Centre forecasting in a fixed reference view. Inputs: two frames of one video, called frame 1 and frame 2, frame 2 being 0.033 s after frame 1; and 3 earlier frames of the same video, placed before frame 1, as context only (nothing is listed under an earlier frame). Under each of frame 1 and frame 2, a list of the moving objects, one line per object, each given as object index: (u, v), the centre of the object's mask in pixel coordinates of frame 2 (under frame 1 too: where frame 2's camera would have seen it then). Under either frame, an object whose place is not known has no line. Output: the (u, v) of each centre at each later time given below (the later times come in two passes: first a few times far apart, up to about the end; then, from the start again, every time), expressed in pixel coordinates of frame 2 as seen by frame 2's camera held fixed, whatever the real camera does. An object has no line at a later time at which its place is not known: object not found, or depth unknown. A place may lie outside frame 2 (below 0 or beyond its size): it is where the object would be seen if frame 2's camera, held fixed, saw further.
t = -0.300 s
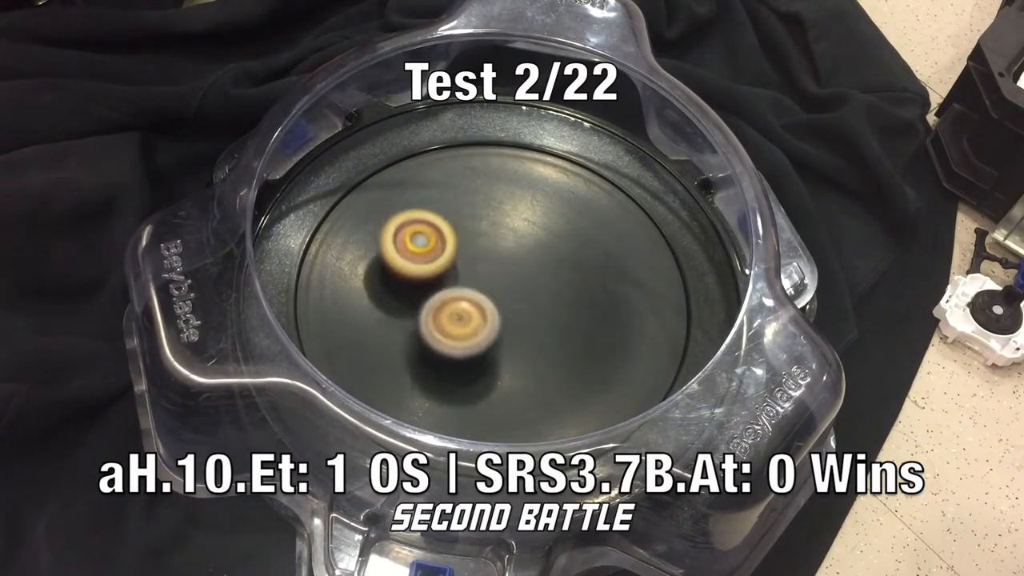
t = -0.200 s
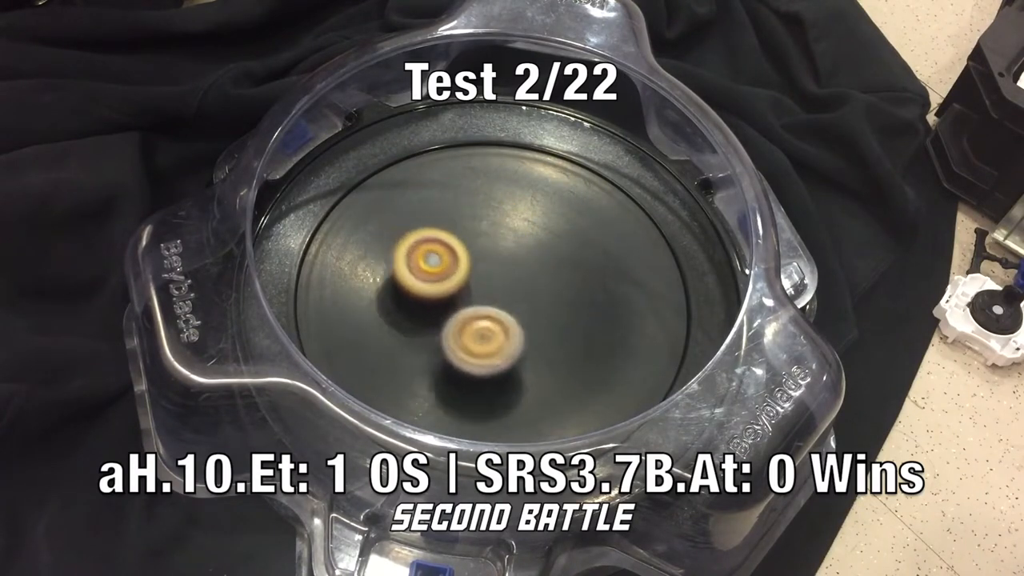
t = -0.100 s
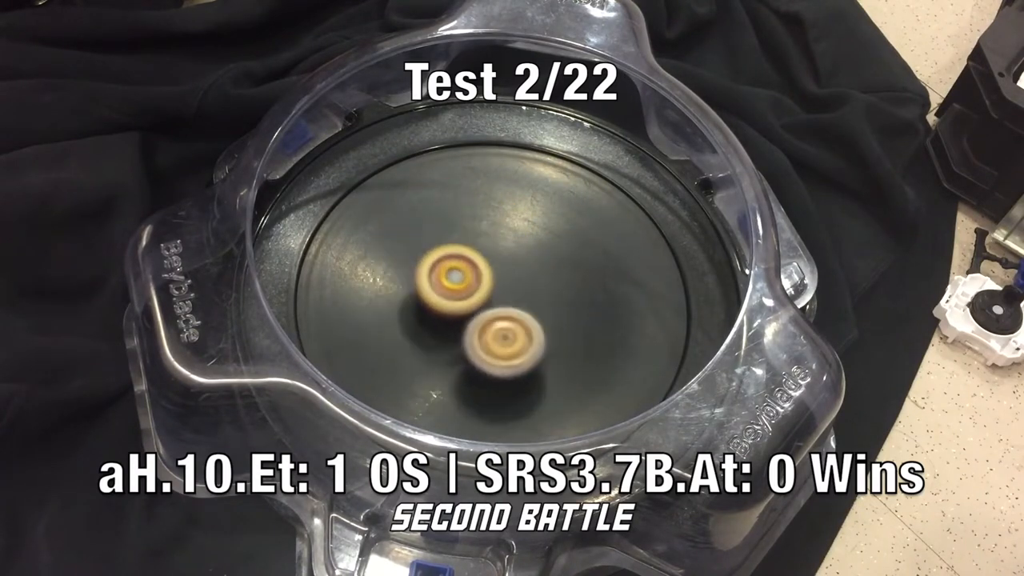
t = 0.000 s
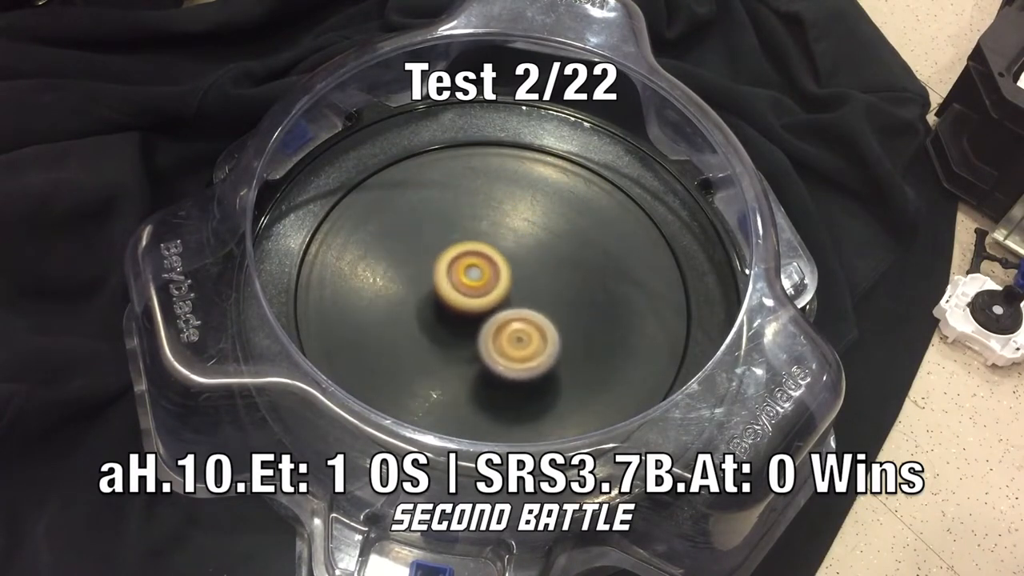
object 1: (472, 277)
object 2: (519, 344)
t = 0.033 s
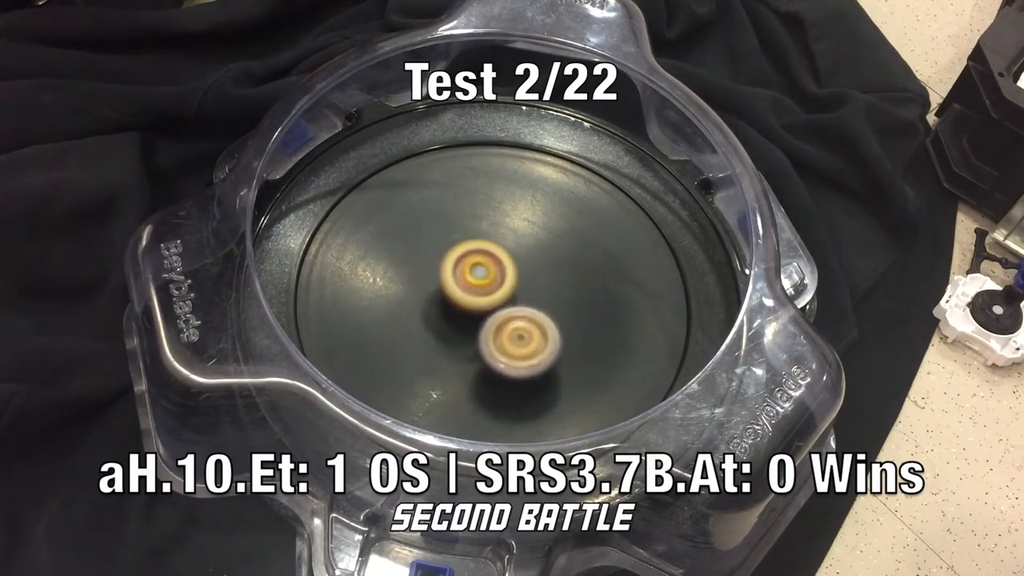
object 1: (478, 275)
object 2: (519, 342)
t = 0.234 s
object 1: (499, 252)
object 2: (508, 328)
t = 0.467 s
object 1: (508, 223)
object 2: (482, 320)
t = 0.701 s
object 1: (534, 226)
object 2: (461, 314)
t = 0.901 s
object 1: (551, 228)
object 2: (453, 324)
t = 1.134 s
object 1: (549, 263)
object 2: (478, 308)
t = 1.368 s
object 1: (595, 287)
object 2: (448, 297)
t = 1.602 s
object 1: (572, 322)
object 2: (470, 291)
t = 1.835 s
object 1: (519, 363)
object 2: (479, 288)
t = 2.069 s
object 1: (473, 380)
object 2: (471, 286)
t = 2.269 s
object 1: (435, 350)
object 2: (473, 283)
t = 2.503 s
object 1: (401, 316)
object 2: (498, 279)
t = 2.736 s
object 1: (396, 264)
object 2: (497, 293)
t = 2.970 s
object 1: (419, 223)
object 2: (487, 306)
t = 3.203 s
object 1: (463, 213)
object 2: (484, 309)
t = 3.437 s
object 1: (523, 236)
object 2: (486, 304)
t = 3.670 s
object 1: (571, 267)
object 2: (486, 299)
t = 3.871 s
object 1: (575, 304)
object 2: (485, 295)
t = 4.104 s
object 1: (543, 350)
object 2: (484, 294)
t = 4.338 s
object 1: (491, 373)
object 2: (487, 296)
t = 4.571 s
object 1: (441, 357)
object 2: (491, 299)
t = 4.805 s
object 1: (403, 325)
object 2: (497, 295)
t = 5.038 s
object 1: (401, 272)
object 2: (494, 305)
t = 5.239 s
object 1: (423, 238)
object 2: (488, 306)
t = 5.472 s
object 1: (471, 225)
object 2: (478, 299)
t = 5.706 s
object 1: (528, 235)
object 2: (479, 304)
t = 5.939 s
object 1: (564, 270)
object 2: (484, 299)
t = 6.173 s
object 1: (581, 309)
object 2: (462, 296)
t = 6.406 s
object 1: (543, 349)
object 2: (477, 294)
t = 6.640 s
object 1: (485, 371)
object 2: (484, 288)
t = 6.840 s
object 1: (437, 356)
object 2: (483, 292)
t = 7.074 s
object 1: (398, 313)
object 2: (494, 294)
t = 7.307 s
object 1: (409, 263)
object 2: (493, 297)
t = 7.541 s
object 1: (448, 224)
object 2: (495, 308)
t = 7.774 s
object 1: (500, 223)
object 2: (492, 311)
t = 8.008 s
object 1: (551, 257)
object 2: (483, 306)
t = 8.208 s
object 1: (570, 295)
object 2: (468, 307)
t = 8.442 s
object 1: (545, 345)
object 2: (475, 300)
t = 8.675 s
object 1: (497, 376)
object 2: (480, 281)
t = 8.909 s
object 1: (441, 357)
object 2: (488, 279)
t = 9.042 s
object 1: (420, 328)
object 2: (493, 284)
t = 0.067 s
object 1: (482, 271)
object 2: (521, 342)
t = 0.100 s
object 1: (486, 266)
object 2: (521, 342)
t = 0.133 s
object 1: (489, 262)
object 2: (519, 340)
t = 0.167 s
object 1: (492, 258)
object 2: (517, 336)
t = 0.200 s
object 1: (495, 256)
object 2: (513, 331)
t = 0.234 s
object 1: (499, 252)
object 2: (508, 328)
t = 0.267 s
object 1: (502, 243)
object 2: (504, 330)
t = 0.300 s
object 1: (504, 235)
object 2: (499, 331)
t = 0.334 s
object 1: (505, 230)
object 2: (494, 331)
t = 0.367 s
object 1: (506, 226)
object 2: (490, 329)
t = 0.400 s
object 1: (507, 224)
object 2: (487, 327)
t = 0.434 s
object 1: (508, 223)
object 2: (484, 324)
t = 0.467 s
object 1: (508, 223)
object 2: (482, 320)
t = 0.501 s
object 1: (509, 224)
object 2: (480, 316)
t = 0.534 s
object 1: (509, 227)
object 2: (479, 312)
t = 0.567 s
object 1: (510, 230)
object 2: (479, 308)
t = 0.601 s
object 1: (510, 234)
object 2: (480, 305)
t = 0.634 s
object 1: (517, 233)
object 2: (478, 304)
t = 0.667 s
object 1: (526, 229)
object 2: (469, 310)
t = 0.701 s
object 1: (534, 226)
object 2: (461, 314)
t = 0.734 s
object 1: (539, 225)
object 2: (456, 319)
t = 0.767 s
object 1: (544, 224)
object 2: (452, 322)
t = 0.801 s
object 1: (547, 224)
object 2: (450, 324)
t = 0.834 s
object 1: (549, 224)
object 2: (450, 325)
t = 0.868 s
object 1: (551, 226)
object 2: (451, 325)
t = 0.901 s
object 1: (551, 228)
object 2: (453, 324)
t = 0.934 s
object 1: (552, 232)
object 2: (456, 323)
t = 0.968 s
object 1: (551, 235)
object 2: (460, 320)
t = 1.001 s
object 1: (551, 240)
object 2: (464, 318)
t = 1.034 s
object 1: (549, 245)
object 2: (469, 315)
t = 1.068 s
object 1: (548, 251)
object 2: (473, 312)
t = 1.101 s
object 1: (545, 257)
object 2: (478, 310)
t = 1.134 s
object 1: (549, 263)
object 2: (478, 308)
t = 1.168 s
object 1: (562, 267)
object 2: (468, 307)
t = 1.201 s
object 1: (573, 270)
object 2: (460, 306)
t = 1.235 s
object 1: (582, 274)
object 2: (454, 304)
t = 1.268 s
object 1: (587, 277)
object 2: (450, 302)
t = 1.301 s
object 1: (591, 280)
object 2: (448, 300)
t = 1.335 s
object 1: (593, 283)
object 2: (447, 299)
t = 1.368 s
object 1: (595, 287)
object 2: (448, 297)
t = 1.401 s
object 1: (595, 292)
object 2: (449, 296)
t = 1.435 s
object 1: (594, 296)
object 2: (452, 294)
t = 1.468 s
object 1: (592, 301)
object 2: (455, 293)
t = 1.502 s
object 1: (589, 306)
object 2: (459, 292)
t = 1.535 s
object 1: (584, 311)
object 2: (463, 291)
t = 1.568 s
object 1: (579, 316)
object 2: (467, 291)
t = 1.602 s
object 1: (572, 322)
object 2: (470, 291)
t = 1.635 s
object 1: (565, 327)
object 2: (474, 291)
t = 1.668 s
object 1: (557, 333)
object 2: (477, 292)
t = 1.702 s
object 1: (549, 338)
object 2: (479, 292)
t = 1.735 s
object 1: (540, 343)
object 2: (480, 293)
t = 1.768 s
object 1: (533, 350)
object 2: (481, 292)
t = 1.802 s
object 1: (526, 357)
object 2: (480, 290)
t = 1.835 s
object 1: (519, 363)
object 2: (479, 288)
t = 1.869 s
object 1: (513, 369)
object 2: (478, 288)
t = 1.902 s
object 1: (507, 374)
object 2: (477, 287)
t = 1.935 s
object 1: (501, 378)
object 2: (476, 286)
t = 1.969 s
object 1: (494, 380)
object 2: (475, 286)
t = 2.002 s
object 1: (488, 382)
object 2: (473, 286)
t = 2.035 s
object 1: (480, 382)
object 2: (472, 286)
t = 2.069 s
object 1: (473, 380)
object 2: (471, 286)
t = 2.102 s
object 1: (467, 377)
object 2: (470, 286)
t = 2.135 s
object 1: (460, 373)
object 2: (469, 286)
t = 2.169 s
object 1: (454, 367)
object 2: (469, 286)
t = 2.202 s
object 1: (449, 360)
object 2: (469, 286)
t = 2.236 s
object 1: (444, 353)
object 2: (469, 285)
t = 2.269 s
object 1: (435, 350)
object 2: (473, 283)
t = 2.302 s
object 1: (426, 347)
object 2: (479, 281)
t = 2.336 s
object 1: (419, 344)
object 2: (483, 280)
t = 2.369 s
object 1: (415, 340)
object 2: (487, 278)
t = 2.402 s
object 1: (410, 335)
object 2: (491, 278)
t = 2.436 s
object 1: (407, 329)
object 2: (494, 278)
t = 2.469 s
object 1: (403, 323)
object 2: (497, 278)
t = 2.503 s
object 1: (401, 316)
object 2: (498, 279)
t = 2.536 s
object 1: (399, 309)
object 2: (500, 281)
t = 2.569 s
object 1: (397, 302)
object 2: (500, 282)
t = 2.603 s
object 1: (396, 294)
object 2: (500, 284)
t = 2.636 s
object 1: (395, 287)
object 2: (500, 286)
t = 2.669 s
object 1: (395, 279)
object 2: (500, 288)
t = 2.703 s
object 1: (395, 272)
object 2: (499, 291)
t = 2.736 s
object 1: (396, 264)
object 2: (497, 293)
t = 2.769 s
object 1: (397, 257)
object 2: (496, 296)
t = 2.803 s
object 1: (400, 250)
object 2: (494, 298)
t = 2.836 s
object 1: (403, 244)
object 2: (493, 300)
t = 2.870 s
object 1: (407, 238)
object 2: (491, 302)
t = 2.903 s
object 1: (410, 233)
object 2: (490, 304)
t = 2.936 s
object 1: (414, 227)
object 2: (488, 305)
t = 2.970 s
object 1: (419, 223)
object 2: (487, 306)
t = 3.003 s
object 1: (425, 220)
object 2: (486, 307)
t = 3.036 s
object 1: (430, 217)
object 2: (486, 308)
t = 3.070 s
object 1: (435, 214)
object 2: (485, 309)
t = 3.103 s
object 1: (442, 213)
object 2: (484, 309)
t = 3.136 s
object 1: (449, 212)
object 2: (484, 309)
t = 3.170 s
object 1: (456, 212)
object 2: (484, 309)
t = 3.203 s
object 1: (463, 213)
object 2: (484, 309)
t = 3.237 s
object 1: (472, 214)
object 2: (484, 308)
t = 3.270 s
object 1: (481, 216)
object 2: (484, 308)
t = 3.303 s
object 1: (489, 220)
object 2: (484, 307)
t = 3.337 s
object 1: (498, 223)
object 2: (485, 307)
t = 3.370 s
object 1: (506, 228)
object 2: (485, 306)
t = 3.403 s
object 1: (515, 232)
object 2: (485, 305)
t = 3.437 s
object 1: (523, 236)
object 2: (486, 304)
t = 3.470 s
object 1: (532, 240)
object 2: (486, 303)
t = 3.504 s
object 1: (540, 244)
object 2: (486, 303)
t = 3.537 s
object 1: (548, 248)
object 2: (486, 302)
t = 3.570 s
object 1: (555, 253)
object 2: (487, 301)
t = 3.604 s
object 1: (561, 257)
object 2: (487, 300)
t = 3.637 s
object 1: (567, 262)
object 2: (486, 300)
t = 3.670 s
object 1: (571, 267)
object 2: (486, 299)
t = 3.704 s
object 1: (574, 273)
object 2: (486, 298)
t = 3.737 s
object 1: (576, 278)
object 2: (486, 297)
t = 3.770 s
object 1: (577, 285)
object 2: (486, 297)
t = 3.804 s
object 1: (577, 291)
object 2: (485, 296)
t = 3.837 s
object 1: (576, 298)
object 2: (485, 296)
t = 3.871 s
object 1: (575, 304)
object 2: (485, 295)
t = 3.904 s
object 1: (572, 311)
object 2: (484, 295)
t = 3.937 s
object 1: (569, 319)
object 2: (484, 295)
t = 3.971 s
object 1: (565, 325)
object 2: (484, 295)
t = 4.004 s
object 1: (560, 332)
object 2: (484, 295)
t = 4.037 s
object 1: (555, 338)
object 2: (484, 294)
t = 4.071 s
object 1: (549, 344)
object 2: (484, 294)
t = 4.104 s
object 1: (543, 350)
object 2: (484, 294)
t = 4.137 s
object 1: (536, 355)
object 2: (484, 294)
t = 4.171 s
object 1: (528, 360)
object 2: (484, 294)
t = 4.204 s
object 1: (521, 364)
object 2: (485, 295)
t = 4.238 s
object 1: (513, 367)
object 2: (486, 295)
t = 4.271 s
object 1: (505, 369)
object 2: (486, 295)
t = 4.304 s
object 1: (498, 371)
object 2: (486, 295)
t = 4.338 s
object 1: (491, 373)
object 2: (487, 296)
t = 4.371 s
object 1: (484, 373)
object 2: (487, 296)
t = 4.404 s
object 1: (476, 372)
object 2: (488, 297)
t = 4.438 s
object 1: (469, 371)
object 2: (488, 297)
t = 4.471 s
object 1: (461, 368)
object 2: (489, 298)
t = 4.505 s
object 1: (455, 365)
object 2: (489, 299)
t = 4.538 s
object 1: (448, 360)
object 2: (490, 299)
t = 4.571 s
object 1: (441, 357)
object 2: (491, 299)
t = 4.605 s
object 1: (432, 355)
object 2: (494, 296)
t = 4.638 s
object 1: (425, 352)
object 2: (496, 295)
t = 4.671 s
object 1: (419, 348)
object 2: (498, 294)
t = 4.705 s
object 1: (414, 343)
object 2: (498, 294)
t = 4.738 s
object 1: (409, 337)
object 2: (498, 294)
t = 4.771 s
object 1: (406, 331)
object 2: (498, 295)
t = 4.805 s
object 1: (403, 325)
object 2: (497, 295)
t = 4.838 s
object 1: (402, 318)
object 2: (495, 296)
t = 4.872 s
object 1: (403, 310)
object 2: (493, 298)
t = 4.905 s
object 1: (403, 303)
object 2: (491, 299)
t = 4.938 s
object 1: (404, 295)
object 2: (489, 300)
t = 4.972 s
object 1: (402, 287)
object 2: (491, 302)
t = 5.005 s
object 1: (400, 280)
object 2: (493, 303)
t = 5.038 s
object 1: (401, 272)
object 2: (494, 305)
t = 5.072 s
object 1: (403, 266)
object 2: (495, 305)
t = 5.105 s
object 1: (405, 260)
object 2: (494, 306)
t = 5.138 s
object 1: (409, 254)
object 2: (493, 307)
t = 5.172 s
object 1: (413, 248)
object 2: (492, 307)
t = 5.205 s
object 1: (417, 243)
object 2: (490, 306)
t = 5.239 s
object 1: (423, 238)
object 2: (488, 306)
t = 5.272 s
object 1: (428, 235)
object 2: (486, 305)
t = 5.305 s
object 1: (434, 231)
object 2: (484, 304)
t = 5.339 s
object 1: (441, 228)
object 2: (483, 303)
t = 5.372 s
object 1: (448, 226)
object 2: (481, 302)
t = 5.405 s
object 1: (455, 225)
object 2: (480, 301)
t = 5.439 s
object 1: (463, 224)
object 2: (479, 300)
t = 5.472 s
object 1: (471, 225)
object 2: (478, 299)
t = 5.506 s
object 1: (479, 224)
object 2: (477, 301)
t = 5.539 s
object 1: (488, 224)
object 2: (477, 302)
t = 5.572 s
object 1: (496, 224)
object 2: (477, 303)
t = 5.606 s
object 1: (504, 226)
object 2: (477, 304)
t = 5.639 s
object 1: (512, 229)
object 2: (477, 304)
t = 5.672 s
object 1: (520, 232)
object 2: (478, 304)
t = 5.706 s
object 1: (528, 235)
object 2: (479, 304)
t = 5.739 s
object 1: (536, 239)
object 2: (480, 304)
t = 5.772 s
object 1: (542, 243)
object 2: (480, 304)
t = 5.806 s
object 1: (549, 248)
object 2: (481, 303)
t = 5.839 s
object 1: (554, 253)
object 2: (482, 302)
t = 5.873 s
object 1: (558, 258)
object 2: (483, 301)
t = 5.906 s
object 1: (562, 264)
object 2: (484, 300)
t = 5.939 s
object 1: (564, 270)
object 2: (484, 299)
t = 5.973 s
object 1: (570, 276)
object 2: (481, 299)
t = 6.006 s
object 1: (576, 281)
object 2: (475, 299)
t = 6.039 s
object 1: (580, 285)
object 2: (470, 298)
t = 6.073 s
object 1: (582, 291)
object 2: (466, 298)
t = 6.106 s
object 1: (583, 297)
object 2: (463, 297)
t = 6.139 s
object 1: (583, 303)
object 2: (462, 296)
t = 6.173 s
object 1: (581, 309)
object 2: (462, 296)
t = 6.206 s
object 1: (578, 315)
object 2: (462, 295)
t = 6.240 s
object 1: (575, 321)
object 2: (464, 294)
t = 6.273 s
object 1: (570, 327)
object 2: (466, 294)
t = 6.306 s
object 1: (565, 333)
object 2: (468, 294)
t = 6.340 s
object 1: (559, 339)
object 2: (471, 294)
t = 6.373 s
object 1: (551, 344)
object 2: (474, 294)
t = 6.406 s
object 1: (543, 349)
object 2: (477, 294)
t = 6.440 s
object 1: (535, 353)
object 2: (479, 295)
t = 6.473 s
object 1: (526, 357)
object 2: (482, 295)
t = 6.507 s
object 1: (518, 362)
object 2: (482, 293)
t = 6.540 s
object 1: (511, 366)
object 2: (483, 291)
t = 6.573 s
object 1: (502, 369)
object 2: (484, 289)
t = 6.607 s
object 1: (493, 370)
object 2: (484, 288)
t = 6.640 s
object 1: (485, 371)
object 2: (484, 288)
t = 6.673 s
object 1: (476, 370)
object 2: (484, 288)
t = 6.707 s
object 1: (467, 369)
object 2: (484, 289)
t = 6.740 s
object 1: (459, 367)
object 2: (484, 290)
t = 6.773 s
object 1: (451, 364)
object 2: (484, 290)
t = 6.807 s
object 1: (444, 361)
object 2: (483, 291)
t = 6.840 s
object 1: (437, 356)
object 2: (483, 292)
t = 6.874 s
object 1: (431, 351)
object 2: (483, 292)
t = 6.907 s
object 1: (425, 344)
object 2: (482, 293)
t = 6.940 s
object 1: (418, 339)
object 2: (483, 293)
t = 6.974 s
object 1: (412, 332)
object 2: (486, 293)
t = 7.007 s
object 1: (406, 326)
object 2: (489, 293)
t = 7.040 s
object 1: (402, 320)
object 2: (492, 293)
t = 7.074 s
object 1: (398, 313)
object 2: (494, 294)
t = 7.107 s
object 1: (397, 305)
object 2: (495, 294)
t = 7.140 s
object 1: (396, 297)
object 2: (496, 294)
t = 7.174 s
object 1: (397, 290)
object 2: (496, 295)
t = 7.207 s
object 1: (398, 283)
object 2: (496, 295)
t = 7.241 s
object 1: (401, 276)
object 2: (495, 296)
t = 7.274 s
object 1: (404, 269)
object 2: (494, 296)
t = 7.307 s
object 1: (409, 263)
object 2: (493, 297)
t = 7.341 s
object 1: (414, 257)
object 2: (492, 298)
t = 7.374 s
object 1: (420, 251)
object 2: (491, 298)
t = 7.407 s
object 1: (426, 246)
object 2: (490, 299)
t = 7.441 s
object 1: (432, 240)
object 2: (489, 300)
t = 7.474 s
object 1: (436, 233)
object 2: (492, 303)
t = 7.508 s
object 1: (442, 228)
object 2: (494, 305)
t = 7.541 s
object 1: (448, 224)
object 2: (495, 308)
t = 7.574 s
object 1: (455, 220)
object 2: (495, 309)
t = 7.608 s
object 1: (462, 218)
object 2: (495, 311)
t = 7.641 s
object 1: (469, 217)
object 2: (495, 312)
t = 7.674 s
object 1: (478, 217)
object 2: (495, 312)
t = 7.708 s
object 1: (486, 218)
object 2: (494, 312)
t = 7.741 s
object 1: (493, 220)
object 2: (493, 312)
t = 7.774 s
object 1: (500, 223)
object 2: (492, 311)
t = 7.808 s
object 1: (508, 227)
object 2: (491, 311)
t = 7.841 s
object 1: (516, 232)
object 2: (490, 310)
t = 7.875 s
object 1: (524, 236)
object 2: (490, 309)
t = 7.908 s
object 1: (532, 241)
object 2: (489, 308)
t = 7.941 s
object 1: (538, 247)
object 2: (488, 307)
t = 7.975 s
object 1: (544, 252)
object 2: (487, 306)
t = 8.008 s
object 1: (551, 257)
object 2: (483, 306)
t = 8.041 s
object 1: (558, 262)
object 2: (478, 308)
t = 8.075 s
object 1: (562, 268)
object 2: (474, 309)
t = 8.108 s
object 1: (566, 274)
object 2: (472, 309)
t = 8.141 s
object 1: (568, 281)
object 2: (470, 308)
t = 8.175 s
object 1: (570, 288)
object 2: (469, 308)
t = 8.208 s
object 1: (570, 295)
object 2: (468, 307)
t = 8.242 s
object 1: (569, 303)
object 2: (468, 306)
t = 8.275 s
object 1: (567, 310)
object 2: (468, 306)
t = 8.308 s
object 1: (564, 318)
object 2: (469, 305)
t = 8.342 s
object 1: (561, 326)
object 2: (470, 304)
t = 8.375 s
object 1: (557, 333)
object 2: (472, 302)
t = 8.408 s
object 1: (551, 339)
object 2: (473, 301)
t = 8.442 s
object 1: (545, 345)
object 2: (475, 300)
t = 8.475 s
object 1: (539, 351)
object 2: (477, 300)
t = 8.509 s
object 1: (532, 356)
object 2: (478, 297)
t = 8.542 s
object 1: (526, 363)
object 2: (478, 292)
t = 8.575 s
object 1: (520, 368)
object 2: (479, 288)
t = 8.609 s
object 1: (514, 372)
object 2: (479, 286)
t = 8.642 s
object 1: (505, 374)
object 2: (480, 283)
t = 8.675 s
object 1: (497, 376)
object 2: (480, 281)
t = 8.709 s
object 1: (489, 376)
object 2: (481, 280)
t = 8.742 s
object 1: (480, 375)
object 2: (482, 279)
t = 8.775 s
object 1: (471, 374)
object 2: (483, 278)
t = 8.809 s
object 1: (463, 372)
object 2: (485, 278)
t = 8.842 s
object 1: (455, 367)
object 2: (486, 278)
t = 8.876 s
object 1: (448, 363)
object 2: (487, 278)
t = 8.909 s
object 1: (441, 357)
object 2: (488, 279)
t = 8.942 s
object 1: (434, 351)
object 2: (489, 280)
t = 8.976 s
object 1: (428, 344)
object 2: (490, 282)
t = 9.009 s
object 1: (424, 336)
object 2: (492, 283)
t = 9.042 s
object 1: (420, 328)
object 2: (493, 284)
